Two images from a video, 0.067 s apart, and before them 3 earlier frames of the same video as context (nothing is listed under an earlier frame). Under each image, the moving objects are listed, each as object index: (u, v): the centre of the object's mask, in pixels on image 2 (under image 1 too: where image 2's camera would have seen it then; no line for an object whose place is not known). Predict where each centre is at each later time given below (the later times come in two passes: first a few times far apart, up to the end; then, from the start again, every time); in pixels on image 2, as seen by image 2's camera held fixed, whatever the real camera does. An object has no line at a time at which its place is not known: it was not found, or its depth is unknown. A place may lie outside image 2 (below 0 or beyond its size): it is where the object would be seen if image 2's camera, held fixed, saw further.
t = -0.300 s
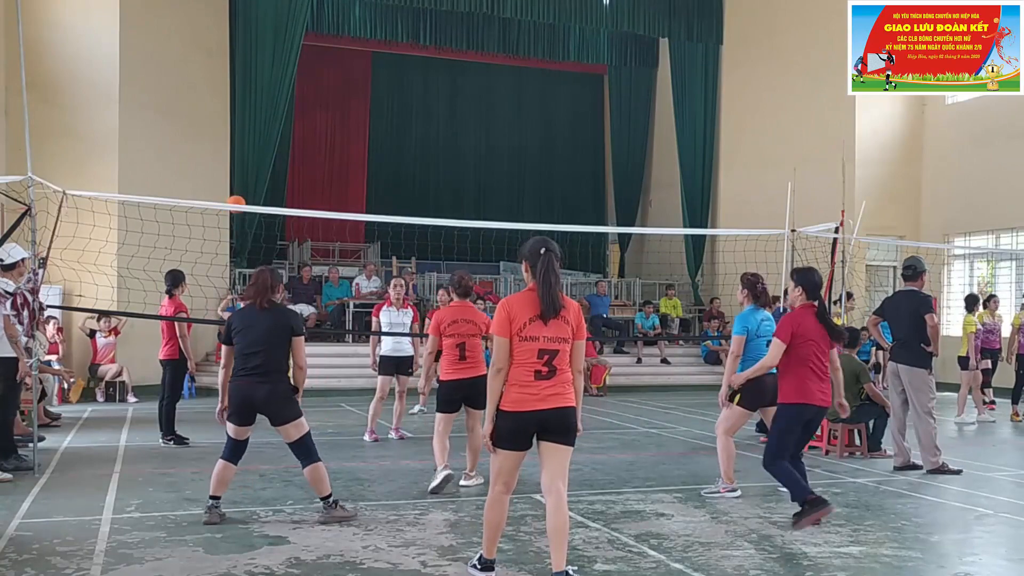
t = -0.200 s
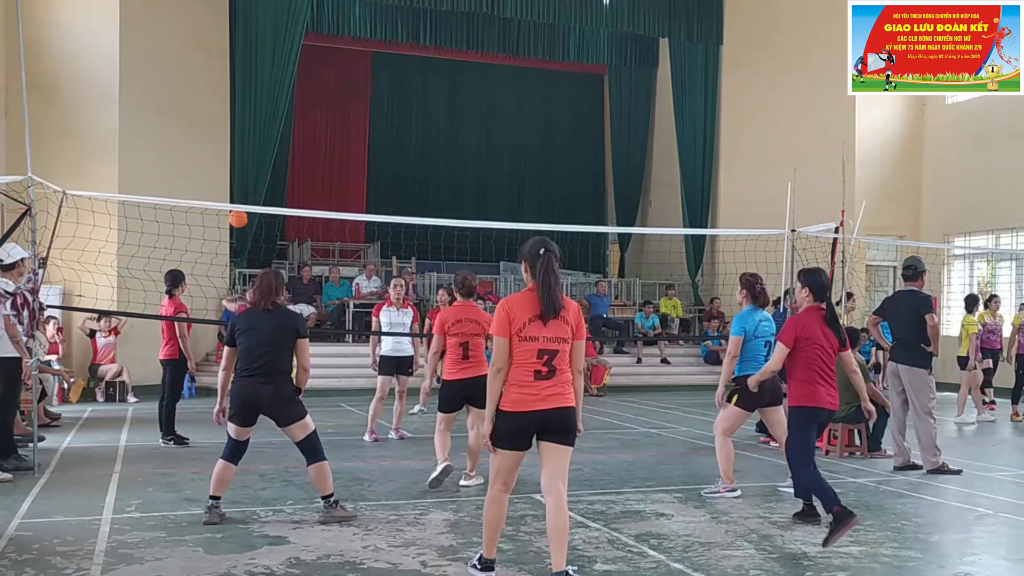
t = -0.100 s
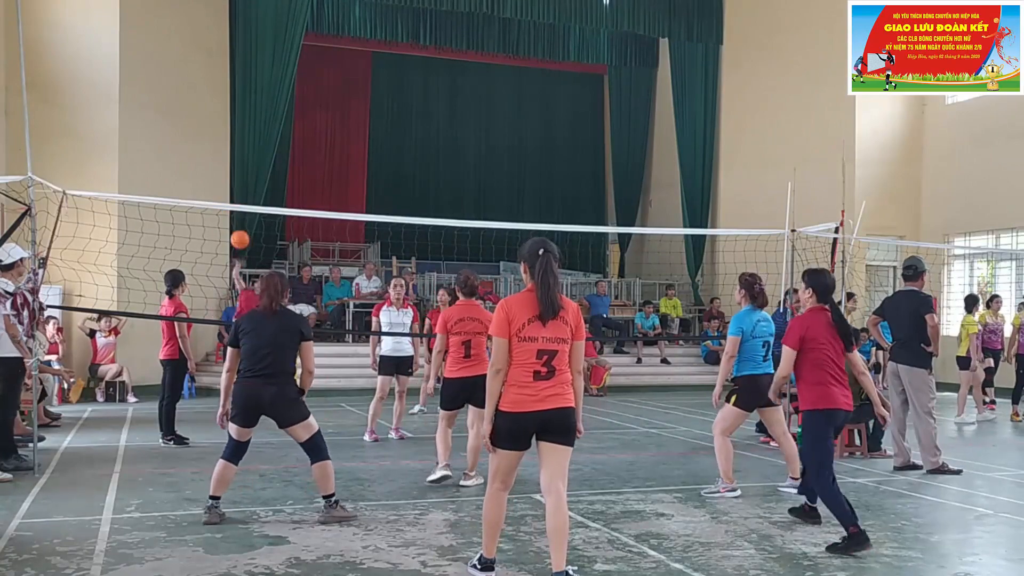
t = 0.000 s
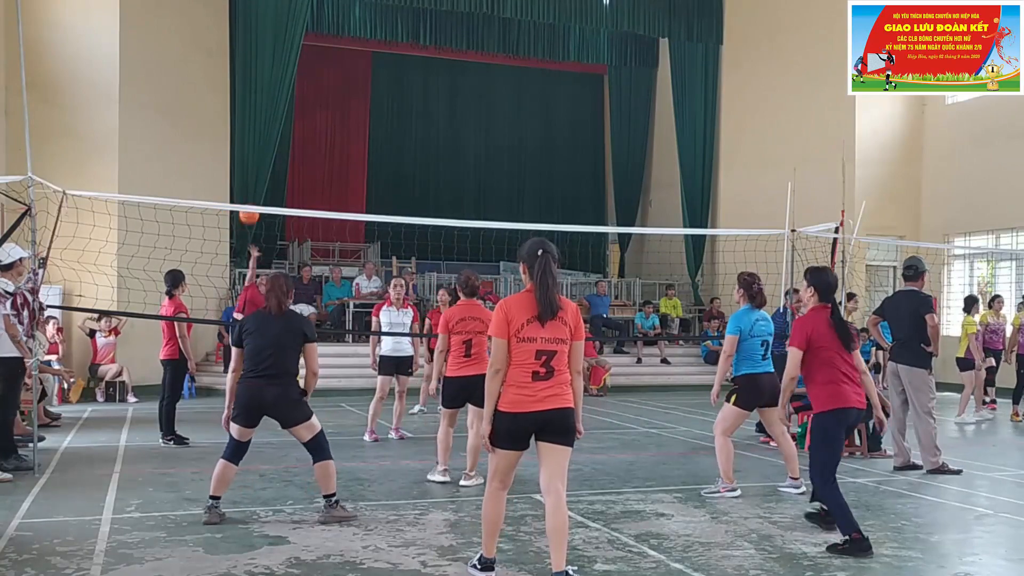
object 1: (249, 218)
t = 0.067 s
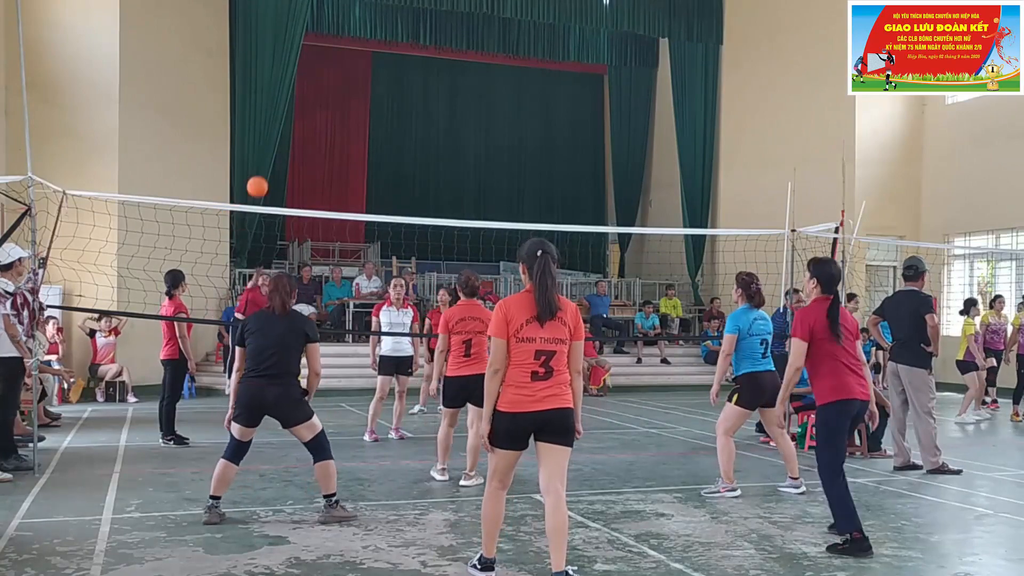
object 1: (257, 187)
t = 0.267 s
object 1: (285, 117)
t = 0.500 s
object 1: (330, 74)
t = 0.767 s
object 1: (399, 101)
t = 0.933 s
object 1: (460, 186)
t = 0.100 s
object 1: (261, 173)
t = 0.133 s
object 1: (266, 160)
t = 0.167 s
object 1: (270, 148)
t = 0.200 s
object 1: (275, 137)
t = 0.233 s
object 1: (280, 127)
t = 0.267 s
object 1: (285, 117)
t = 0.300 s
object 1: (290, 108)
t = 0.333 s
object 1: (296, 100)
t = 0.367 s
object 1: (302, 93)
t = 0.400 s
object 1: (309, 87)
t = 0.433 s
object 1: (315, 82)
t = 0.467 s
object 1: (323, 77)
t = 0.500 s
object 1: (330, 74)
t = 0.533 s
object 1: (337, 72)
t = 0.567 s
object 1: (345, 72)
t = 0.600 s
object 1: (353, 73)
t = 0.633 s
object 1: (361, 75)
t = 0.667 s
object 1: (370, 79)
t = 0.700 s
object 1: (379, 85)
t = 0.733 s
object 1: (389, 92)
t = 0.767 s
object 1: (399, 101)
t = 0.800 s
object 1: (410, 113)
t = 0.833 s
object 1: (422, 127)
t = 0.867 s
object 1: (434, 144)
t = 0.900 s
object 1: (447, 163)
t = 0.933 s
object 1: (460, 186)
